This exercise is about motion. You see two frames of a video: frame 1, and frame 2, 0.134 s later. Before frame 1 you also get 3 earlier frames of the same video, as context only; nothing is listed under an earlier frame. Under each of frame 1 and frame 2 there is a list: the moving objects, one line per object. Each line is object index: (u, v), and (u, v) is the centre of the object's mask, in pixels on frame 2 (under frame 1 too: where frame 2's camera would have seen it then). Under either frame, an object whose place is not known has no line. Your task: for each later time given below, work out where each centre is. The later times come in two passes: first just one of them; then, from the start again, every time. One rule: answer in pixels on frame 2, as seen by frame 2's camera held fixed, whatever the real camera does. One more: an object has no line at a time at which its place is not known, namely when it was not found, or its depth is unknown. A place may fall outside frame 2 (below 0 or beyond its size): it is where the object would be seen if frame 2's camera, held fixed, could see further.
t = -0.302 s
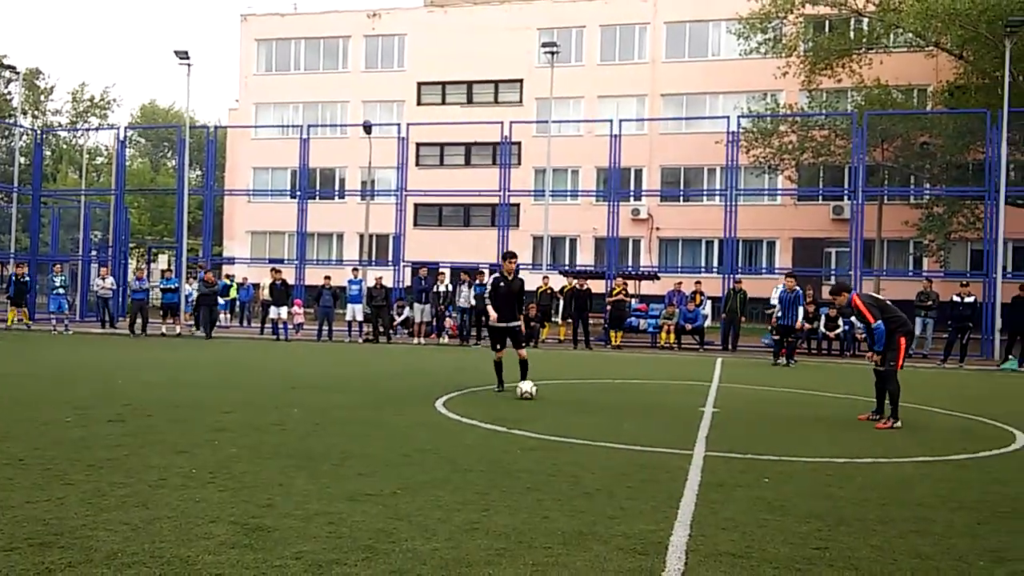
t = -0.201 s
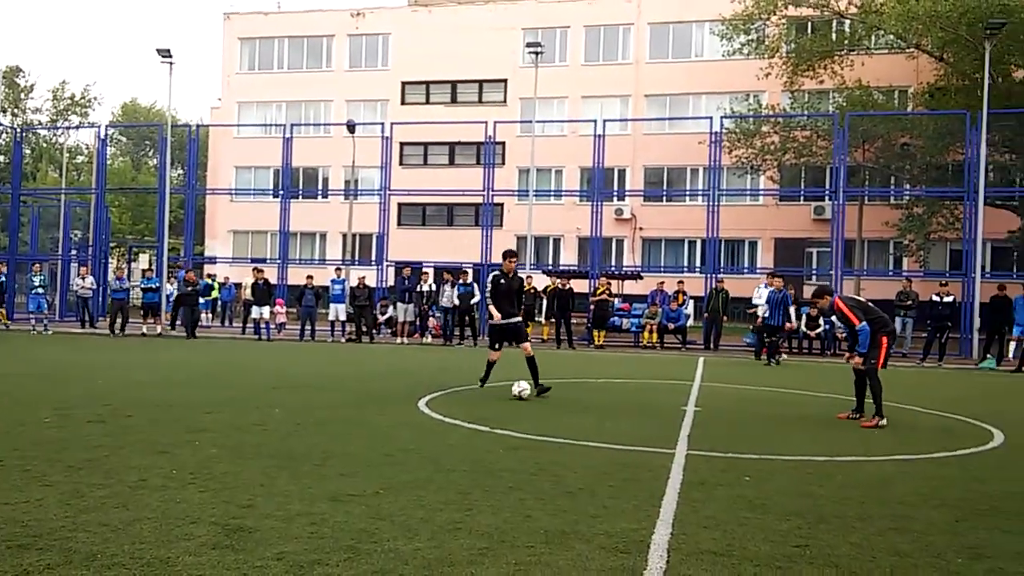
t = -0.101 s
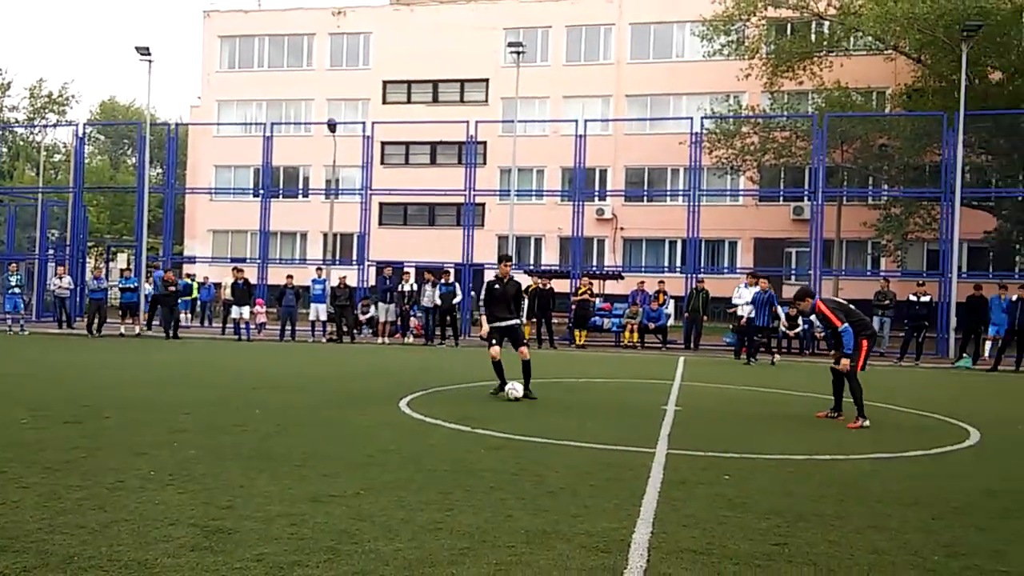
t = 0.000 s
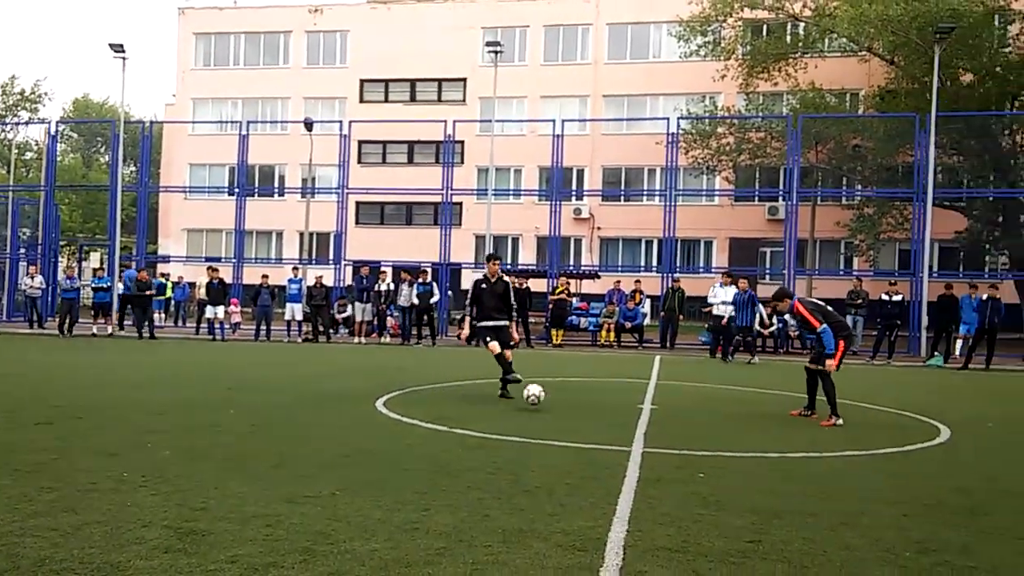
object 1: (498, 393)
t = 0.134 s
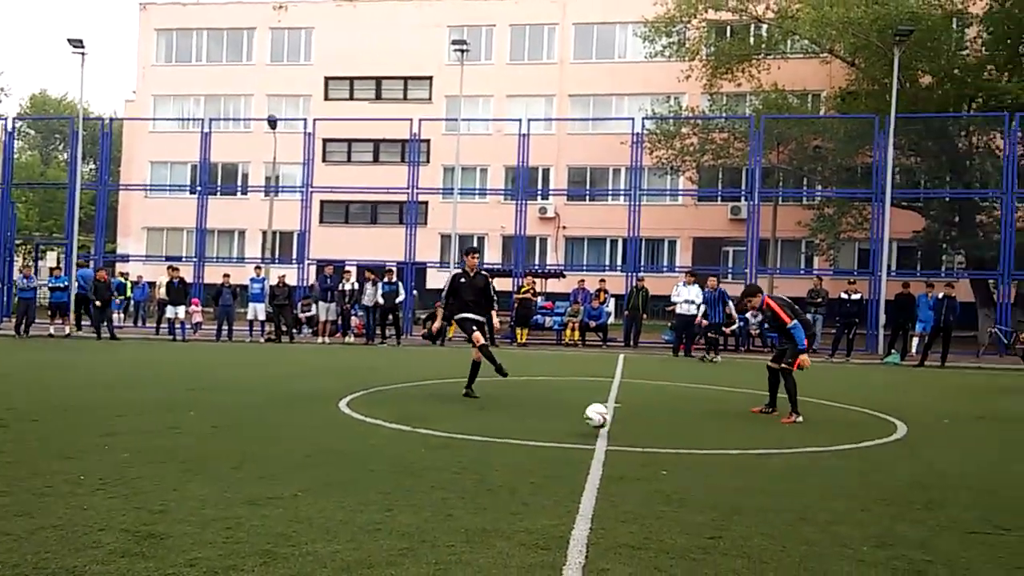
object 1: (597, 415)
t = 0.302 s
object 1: (782, 468)
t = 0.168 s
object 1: (628, 426)
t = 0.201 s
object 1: (662, 440)
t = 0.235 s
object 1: (699, 448)
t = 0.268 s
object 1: (739, 457)
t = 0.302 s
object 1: (782, 468)
